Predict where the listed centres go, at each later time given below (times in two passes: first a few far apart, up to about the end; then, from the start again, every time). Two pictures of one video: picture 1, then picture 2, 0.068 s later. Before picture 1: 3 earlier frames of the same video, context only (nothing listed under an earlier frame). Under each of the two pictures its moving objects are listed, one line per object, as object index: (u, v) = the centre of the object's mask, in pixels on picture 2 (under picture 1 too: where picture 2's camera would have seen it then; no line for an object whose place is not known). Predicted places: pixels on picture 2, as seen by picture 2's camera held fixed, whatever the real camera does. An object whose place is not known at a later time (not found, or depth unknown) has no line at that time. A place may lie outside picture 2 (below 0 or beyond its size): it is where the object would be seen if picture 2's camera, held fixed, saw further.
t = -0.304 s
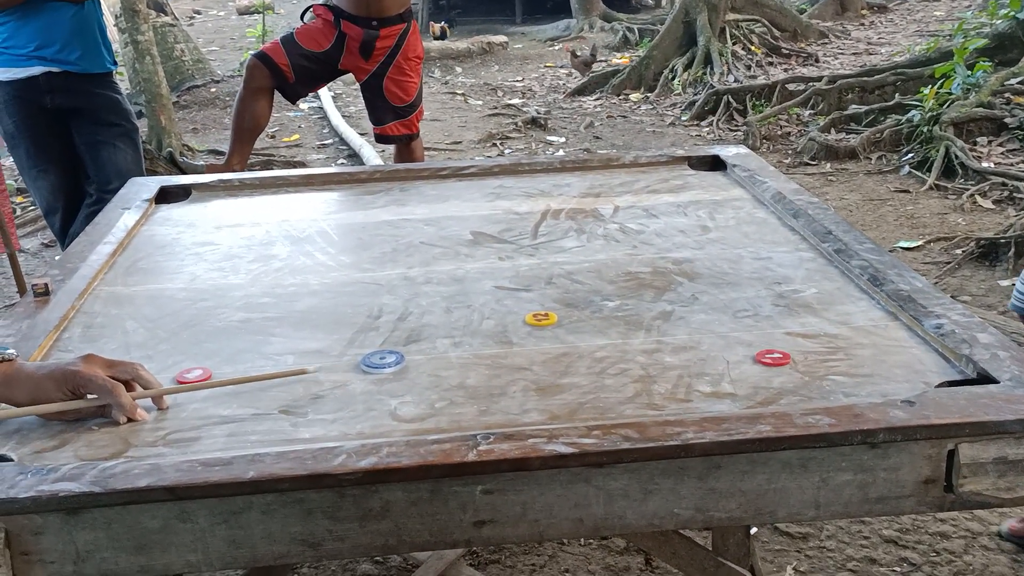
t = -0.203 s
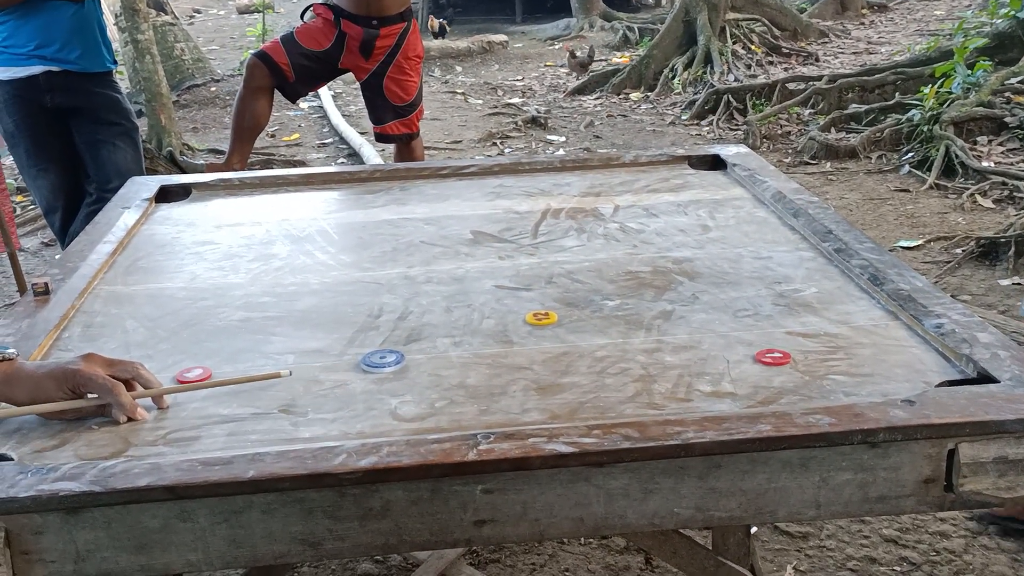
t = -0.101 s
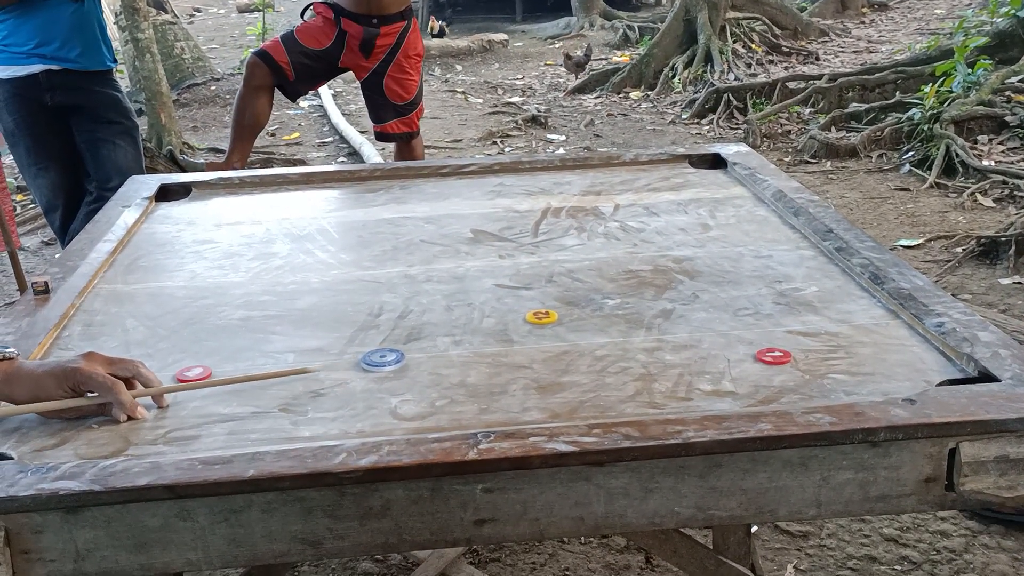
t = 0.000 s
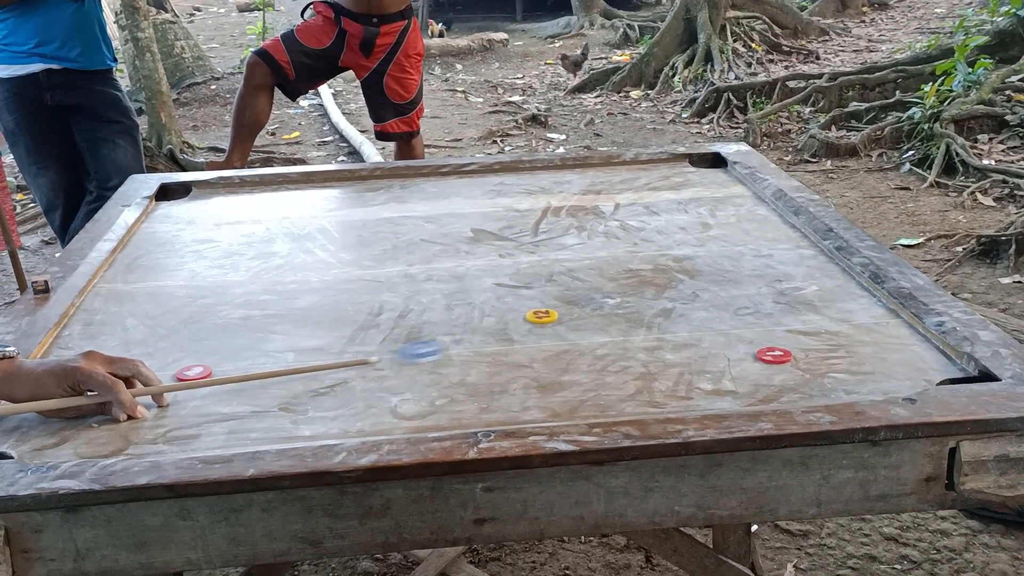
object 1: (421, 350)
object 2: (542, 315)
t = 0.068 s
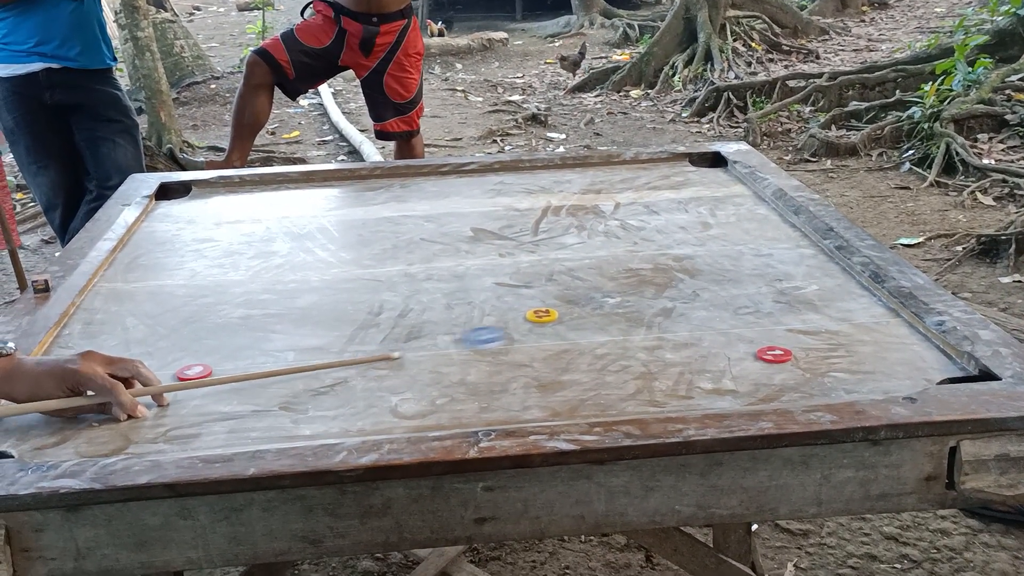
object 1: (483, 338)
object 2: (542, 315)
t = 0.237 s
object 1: (603, 321)
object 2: (579, 284)
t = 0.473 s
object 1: (729, 308)
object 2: (640, 237)
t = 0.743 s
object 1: (841, 295)
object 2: (686, 203)
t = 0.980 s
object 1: (832, 296)
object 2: (715, 183)
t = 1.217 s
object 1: (825, 297)
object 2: (714, 173)
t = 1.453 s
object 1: (825, 297)
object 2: (700, 169)
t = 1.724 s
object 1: (825, 297)
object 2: (700, 169)
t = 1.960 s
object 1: (824, 297)
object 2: (700, 169)
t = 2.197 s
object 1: (824, 297)
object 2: (699, 169)
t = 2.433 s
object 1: (824, 297)
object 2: (700, 169)
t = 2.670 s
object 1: (824, 297)
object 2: (699, 169)
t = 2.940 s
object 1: (824, 297)
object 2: (700, 169)
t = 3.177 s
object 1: (824, 298)
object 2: (699, 169)
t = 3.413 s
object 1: (824, 297)
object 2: (700, 169)
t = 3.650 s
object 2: (699, 169)
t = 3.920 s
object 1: (824, 297)
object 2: (699, 169)
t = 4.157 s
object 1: (824, 297)
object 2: (699, 169)
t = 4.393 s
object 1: (823, 297)
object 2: (699, 169)
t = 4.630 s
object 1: (824, 297)
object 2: (699, 169)
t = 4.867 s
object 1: (824, 297)
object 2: (699, 169)
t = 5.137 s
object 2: (699, 169)
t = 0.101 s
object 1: (513, 332)
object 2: (542, 315)
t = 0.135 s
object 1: (538, 327)
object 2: (547, 310)
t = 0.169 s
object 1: (561, 325)
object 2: (559, 302)
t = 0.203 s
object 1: (583, 323)
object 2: (569, 293)
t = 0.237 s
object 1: (603, 321)
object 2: (579, 284)
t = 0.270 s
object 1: (623, 319)
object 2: (590, 275)
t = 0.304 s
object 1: (642, 317)
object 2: (599, 268)
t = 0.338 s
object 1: (660, 315)
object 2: (608, 261)
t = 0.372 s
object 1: (678, 313)
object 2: (617, 254)
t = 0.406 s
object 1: (695, 311)
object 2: (626, 248)
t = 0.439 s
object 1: (713, 310)
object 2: (633, 242)
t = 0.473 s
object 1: (729, 308)
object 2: (640, 237)
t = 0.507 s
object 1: (746, 306)
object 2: (647, 232)
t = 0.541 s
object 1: (761, 304)
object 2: (653, 227)
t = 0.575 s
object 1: (775, 303)
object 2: (660, 222)
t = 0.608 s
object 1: (790, 301)
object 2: (665, 217)
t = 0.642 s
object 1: (803, 299)
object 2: (671, 213)
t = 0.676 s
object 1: (815, 298)
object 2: (676, 209)
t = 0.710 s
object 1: (829, 296)
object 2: (681, 206)
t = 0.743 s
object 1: (841, 295)
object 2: (686, 203)
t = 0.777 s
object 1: (854, 294)
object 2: (691, 200)
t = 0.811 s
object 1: (854, 294)
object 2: (695, 197)
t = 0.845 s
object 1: (849, 294)
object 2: (699, 194)
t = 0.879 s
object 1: (843, 295)
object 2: (703, 191)
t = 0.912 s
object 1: (839, 296)
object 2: (707, 188)
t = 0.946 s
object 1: (835, 296)
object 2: (711, 185)
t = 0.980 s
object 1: (832, 296)
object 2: (715, 183)
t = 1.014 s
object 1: (829, 297)
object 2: (717, 181)
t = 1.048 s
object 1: (827, 297)
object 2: (721, 178)
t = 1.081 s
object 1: (825, 297)
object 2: (724, 177)
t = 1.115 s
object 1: (825, 297)
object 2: (725, 175)
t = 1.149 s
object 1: (825, 297)
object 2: (722, 174)
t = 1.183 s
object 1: (825, 297)
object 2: (718, 173)
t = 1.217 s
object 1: (825, 297)
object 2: (714, 173)
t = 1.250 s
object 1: (825, 297)
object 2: (711, 172)
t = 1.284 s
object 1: (825, 297)
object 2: (708, 171)
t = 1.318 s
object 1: (825, 297)
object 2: (706, 171)
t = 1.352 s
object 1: (825, 297)
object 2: (704, 170)
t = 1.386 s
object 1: (825, 297)
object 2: (703, 170)
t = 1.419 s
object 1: (825, 297)
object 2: (702, 170)
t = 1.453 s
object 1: (825, 297)
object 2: (700, 169)
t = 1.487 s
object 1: (825, 297)
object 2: (700, 169)
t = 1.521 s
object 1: (825, 297)
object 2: (700, 169)
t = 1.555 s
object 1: (825, 297)
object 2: (700, 169)
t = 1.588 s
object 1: (825, 297)
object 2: (700, 169)
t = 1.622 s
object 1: (825, 297)
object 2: (700, 169)
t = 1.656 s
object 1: (825, 297)
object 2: (700, 169)
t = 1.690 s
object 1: (825, 297)
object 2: (700, 169)
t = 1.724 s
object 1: (825, 297)
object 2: (700, 169)
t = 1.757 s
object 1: (825, 297)
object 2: (700, 169)
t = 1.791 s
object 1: (825, 297)
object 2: (700, 169)
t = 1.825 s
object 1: (825, 297)
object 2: (700, 169)
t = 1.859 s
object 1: (825, 297)
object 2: (700, 169)
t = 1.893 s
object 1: (825, 297)
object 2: (700, 169)
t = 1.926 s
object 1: (824, 297)
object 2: (700, 169)
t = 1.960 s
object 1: (824, 297)
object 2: (700, 169)
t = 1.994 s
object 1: (825, 297)
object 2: (699, 169)
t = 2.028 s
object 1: (824, 297)
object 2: (699, 169)
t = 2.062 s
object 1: (824, 297)
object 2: (699, 169)
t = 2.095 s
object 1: (824, 297)
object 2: (699, 169)
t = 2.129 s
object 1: (824, 297)
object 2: (699, 169)
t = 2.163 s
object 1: (824, 297)
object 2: (700, 169)
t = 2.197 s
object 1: (824, 297)
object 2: (699, 169)
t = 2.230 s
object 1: (824, 297)
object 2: (699, 169)
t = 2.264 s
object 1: (824, 297)
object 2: (700, 169)
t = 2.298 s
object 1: (824, 297)
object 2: (699, 169)
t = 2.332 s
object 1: (824, 297)
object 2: (699, 169)
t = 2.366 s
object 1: (824, 297)
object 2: (699, 169)
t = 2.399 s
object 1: (824, 297)
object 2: (699, 169)
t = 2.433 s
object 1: (824, 297)
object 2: (700, 169)
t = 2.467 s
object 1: (824, 297)
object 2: (699, 169)
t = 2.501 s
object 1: (824, 297)
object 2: (699, 169)
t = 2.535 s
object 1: (824, 297)
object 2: (699, 169)
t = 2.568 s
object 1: (824, 297)
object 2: (699, 169)
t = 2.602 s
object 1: (824, 297)
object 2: (699, 169)
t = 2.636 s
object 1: (824, 297)
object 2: (699, 169)
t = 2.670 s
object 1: (824, 297)
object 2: (699, 169)
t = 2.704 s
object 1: (824, 297)
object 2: (699, 169)
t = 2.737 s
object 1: (824, 297)
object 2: (699, 169)
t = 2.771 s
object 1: (824, 297)
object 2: (699, 169)
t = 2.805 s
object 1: (824, 298)
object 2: (699, 169)
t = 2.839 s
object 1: (824, 298)
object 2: (699, 169)
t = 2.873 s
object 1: (824, 297)
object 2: (699, 169)
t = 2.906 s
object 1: (824, 297)
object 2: (699, 169)
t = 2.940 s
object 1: (824, 297)
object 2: (700, 169)
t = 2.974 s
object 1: (824, 297)
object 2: (700, 169)
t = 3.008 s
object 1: (824, 297)
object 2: (700, 169)
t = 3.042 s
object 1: (824, 297)
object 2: (699, 169)
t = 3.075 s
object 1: (824, 297)
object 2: (700, 169)
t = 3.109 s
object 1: (824, 297)
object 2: (700, 169)
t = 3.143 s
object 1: (824, 297)
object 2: (699, 169)
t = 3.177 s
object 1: (824, 298)
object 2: (699, 169)
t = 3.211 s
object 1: (824, 297)
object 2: (699, 169)
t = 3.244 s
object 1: (824, 297)
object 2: (699, 169)
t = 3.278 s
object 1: (824, 297)
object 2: (699, 169)
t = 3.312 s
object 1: (824, 297)
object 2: (699, 169)
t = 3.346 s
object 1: (824, 297)
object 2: (699, 169)
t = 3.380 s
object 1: (824, 297)
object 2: (700, 169)
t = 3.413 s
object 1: (824, 297)
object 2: (700, 169)
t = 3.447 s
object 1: (824, 297)
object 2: (699, 169)
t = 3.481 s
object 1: (824, 297)
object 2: (699, 169)
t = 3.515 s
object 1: (824, 297)
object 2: (699, 169)
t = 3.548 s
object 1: (824, 297)
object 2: (699, 169)
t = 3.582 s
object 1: (824, 297)
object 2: (699, 169)
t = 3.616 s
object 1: (824, 297)
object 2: (699, 169)
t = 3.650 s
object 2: (699, 169)
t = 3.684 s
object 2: (699, 169)
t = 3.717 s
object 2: (699, 169)
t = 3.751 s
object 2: (699, 169)
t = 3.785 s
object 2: (699, 169)
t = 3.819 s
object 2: (699, 169)
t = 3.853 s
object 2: (699, 169)
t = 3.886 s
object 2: (699, 169)
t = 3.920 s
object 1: (824, 297)
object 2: (699, 169)
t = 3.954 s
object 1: (824, 297)
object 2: (699, 169)
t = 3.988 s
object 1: (824, 297)
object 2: (699, 169)
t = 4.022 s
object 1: (824, 297)
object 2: (699, 169)
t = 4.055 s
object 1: (823, 297)
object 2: (699, 169)
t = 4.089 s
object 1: (824, 297)
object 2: (699, 169)
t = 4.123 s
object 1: (824, 297)
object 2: (699, 169)
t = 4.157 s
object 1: (824, 297)
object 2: (699, 169)
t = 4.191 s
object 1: (824, 297)
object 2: (700, 169)
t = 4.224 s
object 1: (824, 297)
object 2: (699, 169)
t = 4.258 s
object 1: (824, 297)
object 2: (699, 169)
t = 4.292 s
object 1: (823, 297)
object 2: (699, 169)
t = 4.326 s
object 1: (823, 297)
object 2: (699, 169)
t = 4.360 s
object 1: (823, 297)
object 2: (699, 169)
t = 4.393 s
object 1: (823, 297)
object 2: (699, 169)
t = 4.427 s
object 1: (823, 297)
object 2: (699, 169)
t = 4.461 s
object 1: (823, 297)
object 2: (699, 169)
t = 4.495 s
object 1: (823, 297)
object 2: (699, 169)
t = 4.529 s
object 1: (823, 297)
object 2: (699, 169)
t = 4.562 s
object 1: (823, 297)
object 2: (699, 169)
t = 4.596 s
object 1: (823, 297)
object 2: (699, 169)
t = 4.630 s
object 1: (824, 297)
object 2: (699, 169)
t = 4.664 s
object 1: (823, 297)
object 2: (699, 169)
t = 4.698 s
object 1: (824, 297)
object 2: (699, 169)
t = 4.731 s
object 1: (823, 297)
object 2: (699, 169)
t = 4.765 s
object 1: (823, 297)
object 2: (699, 169)
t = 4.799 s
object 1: (823, 297)
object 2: (699, 169)
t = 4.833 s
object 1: (823, 297)
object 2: (699, 169)
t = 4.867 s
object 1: (824, 297)
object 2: (699, 169)
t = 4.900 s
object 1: (823, 297)
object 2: (699, 169)
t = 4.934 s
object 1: (823, 297)
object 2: (699, 169)
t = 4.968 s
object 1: (824, 297)
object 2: (699, 169)
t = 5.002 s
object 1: (823, 297)
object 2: (699, 169)
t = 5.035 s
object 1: (823, 297)
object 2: (699, 169)
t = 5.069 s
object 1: (823, 297)
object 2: (699, 169)
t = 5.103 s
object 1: (823, 297)
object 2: (699, 169)
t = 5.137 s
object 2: (699, 169)
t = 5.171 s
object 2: (699, 169)
